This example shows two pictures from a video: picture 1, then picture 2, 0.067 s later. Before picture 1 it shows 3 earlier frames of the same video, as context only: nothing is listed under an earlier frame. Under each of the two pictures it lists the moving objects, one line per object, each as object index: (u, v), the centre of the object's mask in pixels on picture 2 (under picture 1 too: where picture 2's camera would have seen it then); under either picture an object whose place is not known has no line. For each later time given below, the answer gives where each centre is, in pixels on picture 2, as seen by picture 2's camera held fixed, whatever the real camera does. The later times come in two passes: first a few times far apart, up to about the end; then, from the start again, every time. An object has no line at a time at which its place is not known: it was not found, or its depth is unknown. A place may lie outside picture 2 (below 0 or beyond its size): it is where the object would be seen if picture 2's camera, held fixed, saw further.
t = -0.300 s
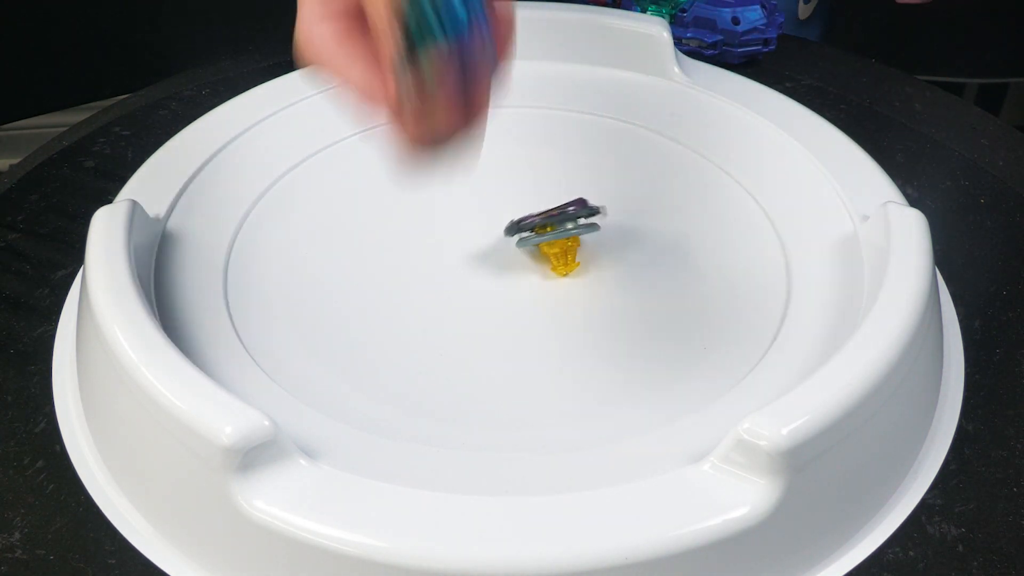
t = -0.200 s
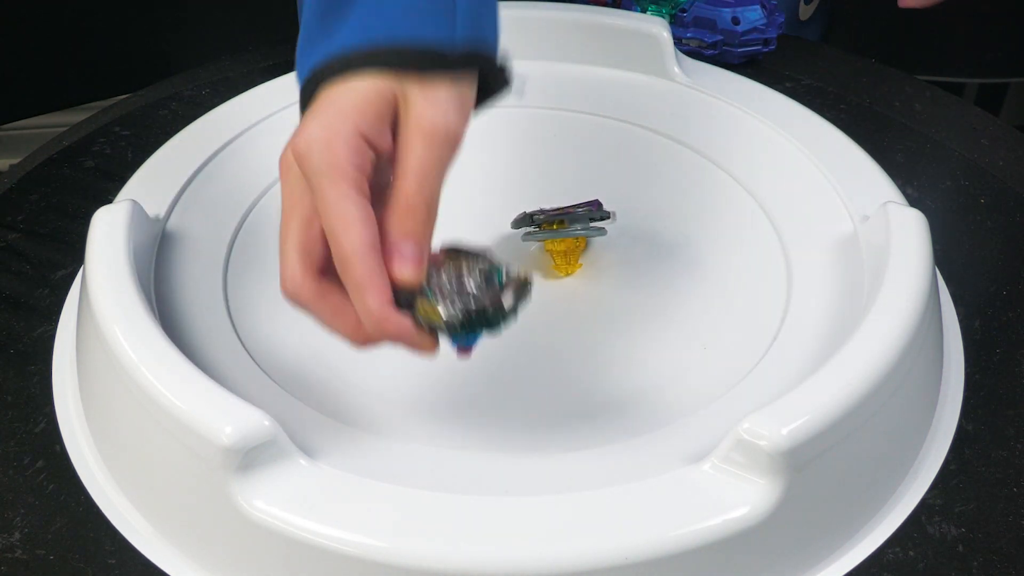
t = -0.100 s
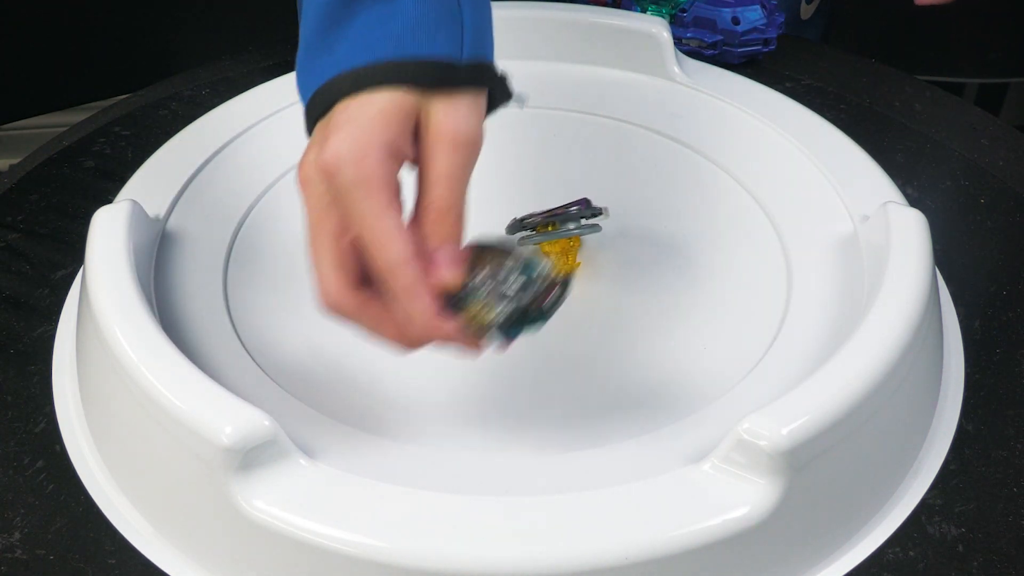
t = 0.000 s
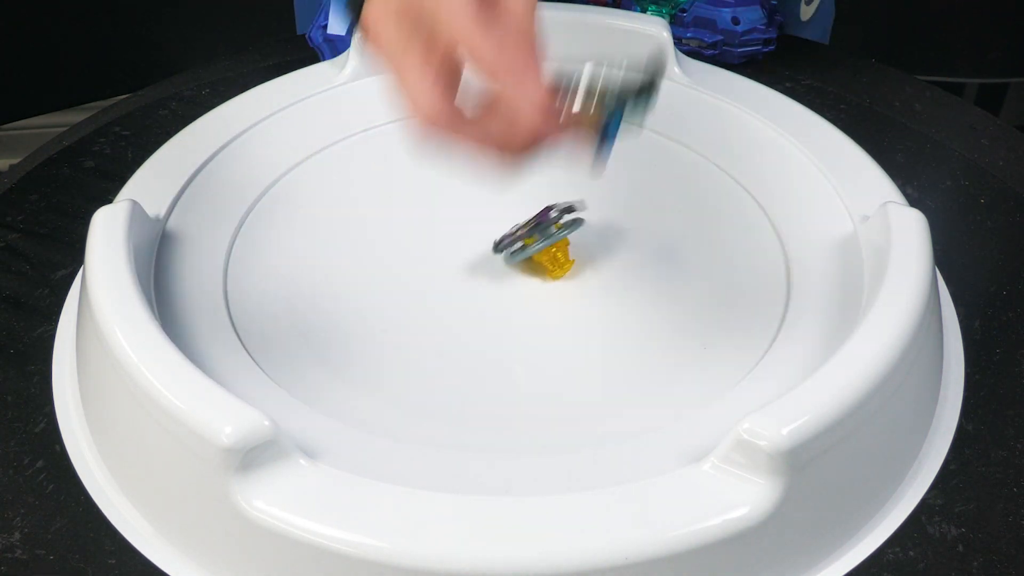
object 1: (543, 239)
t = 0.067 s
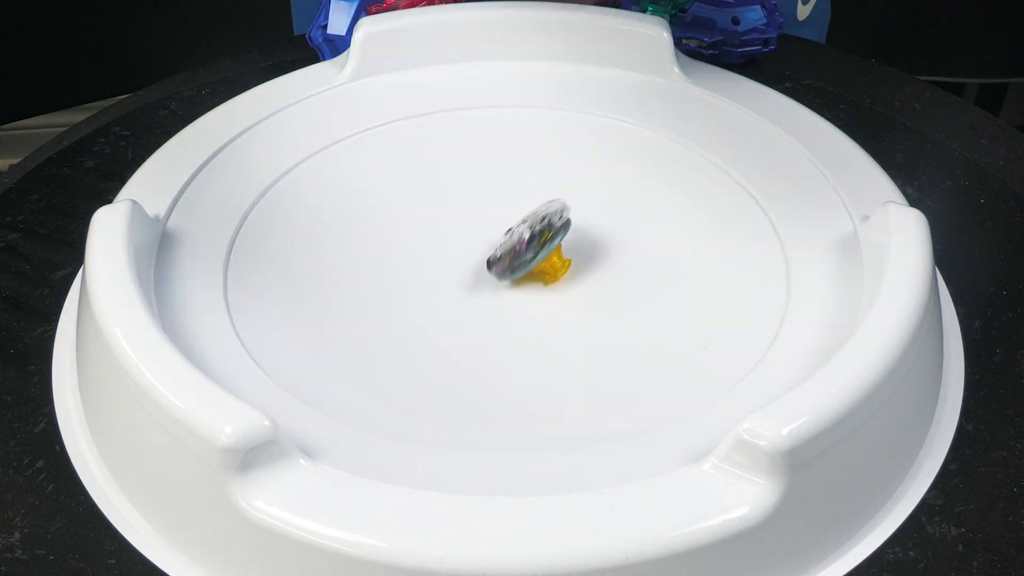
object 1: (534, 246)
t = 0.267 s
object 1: (548, 274)
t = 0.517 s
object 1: (571, 271)
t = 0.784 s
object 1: (527, 257)
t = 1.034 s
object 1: (539, 240)
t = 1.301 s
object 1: (528, 254)
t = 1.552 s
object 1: (548, 273)
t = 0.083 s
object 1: (532, 248)
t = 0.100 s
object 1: (531, 250)
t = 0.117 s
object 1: (530, 253)
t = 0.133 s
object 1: (528, 255)
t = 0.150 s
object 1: (528, 258)
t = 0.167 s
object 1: (528, 261)
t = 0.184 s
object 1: (530, 263)
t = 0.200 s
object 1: (532, 265)
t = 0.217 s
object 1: (536, 268)
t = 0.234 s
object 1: (540, 271)
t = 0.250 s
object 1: (544, 273)
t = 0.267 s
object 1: (548, 274)
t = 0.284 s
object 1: (552, 274)
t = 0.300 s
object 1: (556, 274)
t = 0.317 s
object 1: (559, 273)
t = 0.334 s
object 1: (563, 273)
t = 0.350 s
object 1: (566, 273)
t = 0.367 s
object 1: (569, 272)
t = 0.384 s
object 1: (571, 272)
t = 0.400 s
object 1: (572, 271)
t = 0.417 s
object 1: (573, 271)
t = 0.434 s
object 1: (574, 270)
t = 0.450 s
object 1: (574, 270)
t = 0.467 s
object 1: (574, 270)
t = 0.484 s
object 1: (574, 271)
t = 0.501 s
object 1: (573, 271)
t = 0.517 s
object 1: (571, 271)
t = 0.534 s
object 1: (570, 271)
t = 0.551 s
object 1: (567, 272)
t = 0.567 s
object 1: (565, 273)
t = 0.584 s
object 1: (562, 273)
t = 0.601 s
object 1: (558, 273)
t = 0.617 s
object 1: (555, 273)
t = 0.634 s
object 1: (551, 273)
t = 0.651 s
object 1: (547, 273)
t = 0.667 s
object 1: (544, 273)
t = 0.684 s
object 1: (540, 271)
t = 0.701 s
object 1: (536, 269)
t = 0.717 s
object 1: (532, 266)
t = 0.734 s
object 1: (530, 264)
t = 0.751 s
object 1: (528, 262)
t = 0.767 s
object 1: (527, 259)
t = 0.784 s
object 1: (527, 257)
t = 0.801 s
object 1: (527, 255)
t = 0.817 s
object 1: (528, 253)
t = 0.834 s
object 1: (528, 251)
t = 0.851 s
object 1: (529, 249)
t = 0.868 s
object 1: (530, 248)
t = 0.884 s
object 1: (531, 247)
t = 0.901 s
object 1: (533, 246)
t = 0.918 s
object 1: (534, 244)
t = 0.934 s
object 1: (535, 243)
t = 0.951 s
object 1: (536, 243)
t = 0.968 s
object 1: (537, 242)
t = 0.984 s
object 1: (538, 241)
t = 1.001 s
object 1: (538, 241)
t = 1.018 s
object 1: (539, 241)
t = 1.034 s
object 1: (539, 240)
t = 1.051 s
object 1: (539, 240)
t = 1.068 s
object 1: (539, 240)
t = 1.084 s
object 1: (539, 241)
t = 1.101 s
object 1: (538, 241)
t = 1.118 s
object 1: (538, 241)
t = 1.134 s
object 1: (537, 241)
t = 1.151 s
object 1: (536, 242)
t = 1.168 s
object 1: (535, 243)
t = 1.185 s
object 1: (535, 244)
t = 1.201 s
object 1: (533, 245)
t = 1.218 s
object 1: (532, 247)
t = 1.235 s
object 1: (531, 248)
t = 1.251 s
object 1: (530, 249)
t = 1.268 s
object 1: (529, 250)
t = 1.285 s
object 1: (528, 252)
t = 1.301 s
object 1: (528, 254)
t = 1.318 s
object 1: (527, 255)
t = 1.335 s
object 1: (527, 257)
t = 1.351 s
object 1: (527, 259)
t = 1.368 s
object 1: (528, 261)
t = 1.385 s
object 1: (529, 262)
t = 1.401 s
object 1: (530, 264)
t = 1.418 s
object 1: (532, 266)
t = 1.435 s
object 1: (534, 267)
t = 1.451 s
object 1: (536, 269)
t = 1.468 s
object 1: (539, 270)
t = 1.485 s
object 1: (541, 271)
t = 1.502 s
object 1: (543, 272)
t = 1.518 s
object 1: (545, 273)
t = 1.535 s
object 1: (547, 274)
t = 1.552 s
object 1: (548, 273)
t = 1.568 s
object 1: (550, 274)
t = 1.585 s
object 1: (551, 274)
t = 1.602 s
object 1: (551, 273)
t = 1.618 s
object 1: (552, 274)
